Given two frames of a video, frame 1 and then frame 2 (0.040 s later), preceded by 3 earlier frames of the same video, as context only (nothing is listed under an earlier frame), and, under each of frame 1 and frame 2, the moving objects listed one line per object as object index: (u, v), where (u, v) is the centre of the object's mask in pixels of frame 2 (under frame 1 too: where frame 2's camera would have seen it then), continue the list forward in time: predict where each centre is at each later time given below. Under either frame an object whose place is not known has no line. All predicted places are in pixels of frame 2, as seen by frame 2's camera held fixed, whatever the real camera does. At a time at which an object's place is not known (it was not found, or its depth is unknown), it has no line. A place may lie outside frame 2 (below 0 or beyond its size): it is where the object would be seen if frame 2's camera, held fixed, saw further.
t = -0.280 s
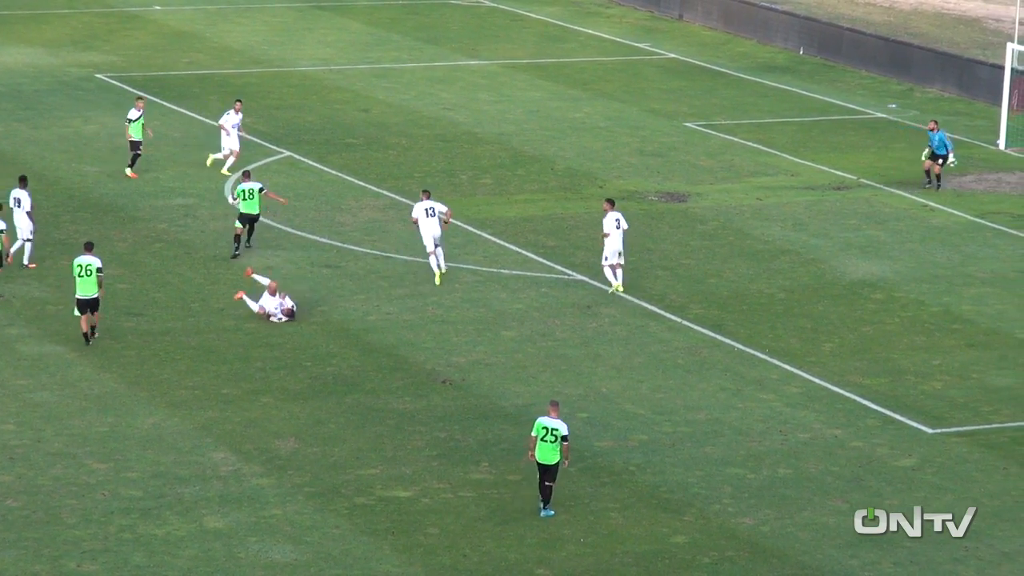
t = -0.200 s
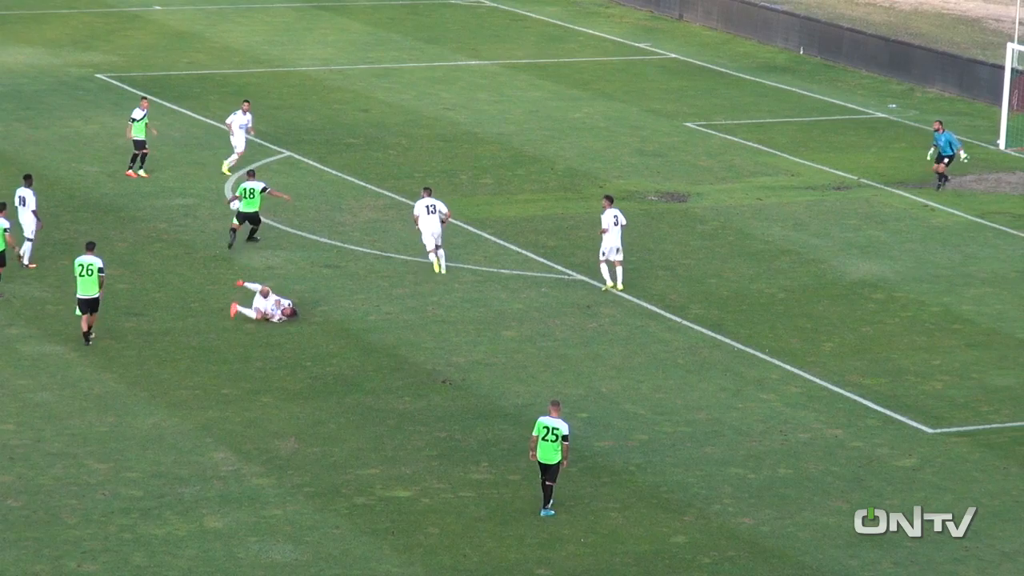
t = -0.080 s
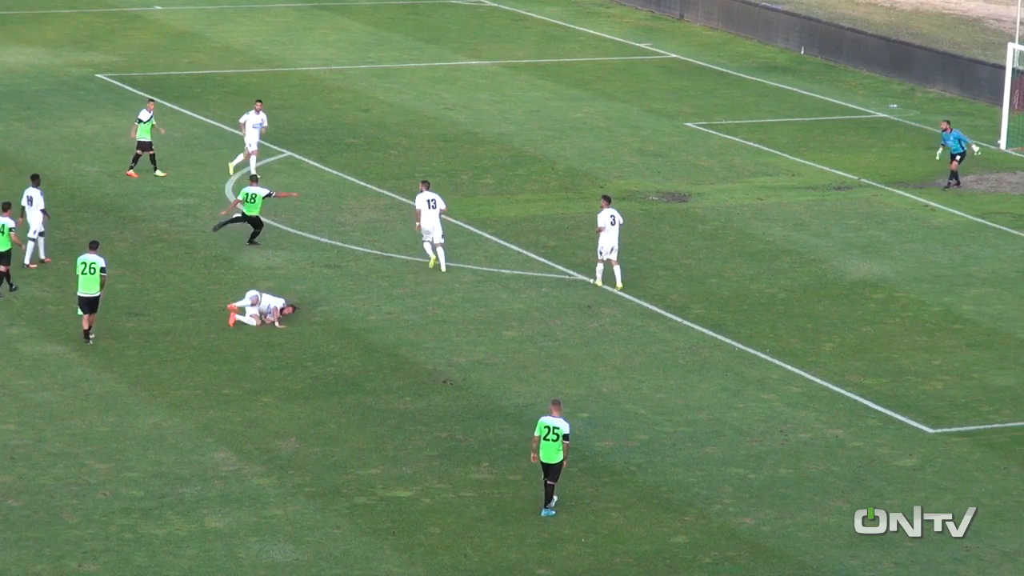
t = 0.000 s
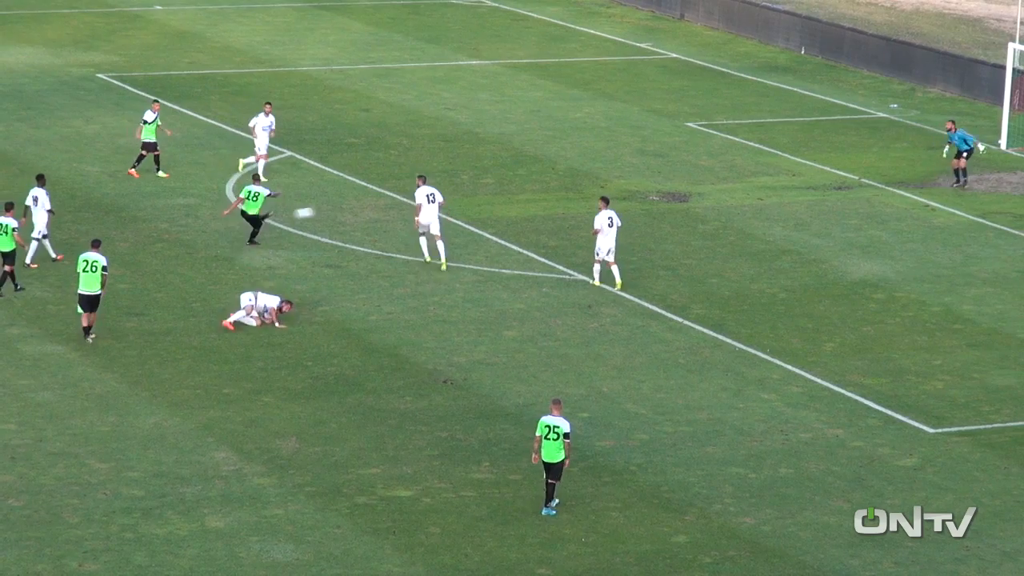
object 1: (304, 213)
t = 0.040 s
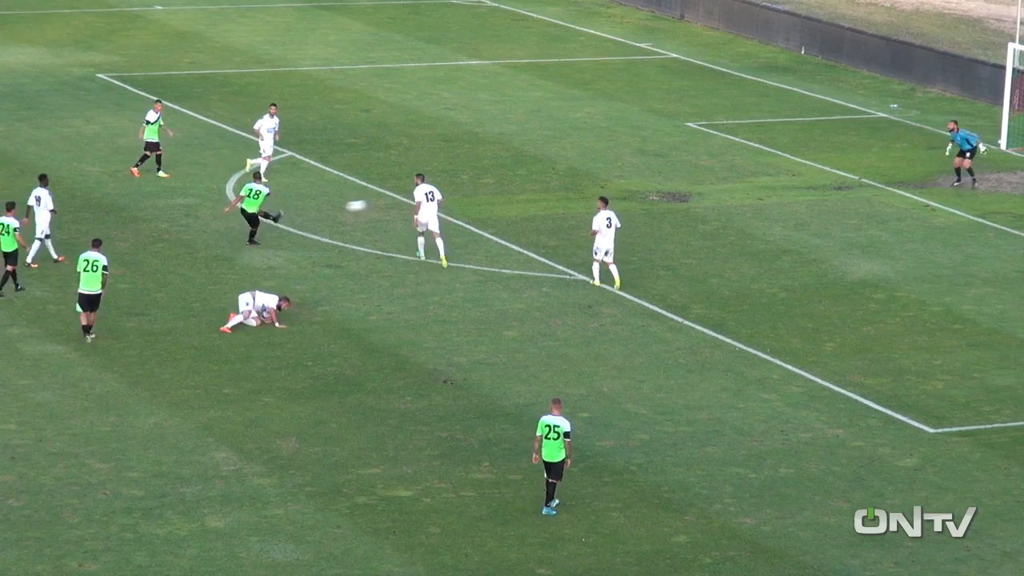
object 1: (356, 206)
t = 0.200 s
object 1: (550, 189)
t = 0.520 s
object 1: (878, 191)
